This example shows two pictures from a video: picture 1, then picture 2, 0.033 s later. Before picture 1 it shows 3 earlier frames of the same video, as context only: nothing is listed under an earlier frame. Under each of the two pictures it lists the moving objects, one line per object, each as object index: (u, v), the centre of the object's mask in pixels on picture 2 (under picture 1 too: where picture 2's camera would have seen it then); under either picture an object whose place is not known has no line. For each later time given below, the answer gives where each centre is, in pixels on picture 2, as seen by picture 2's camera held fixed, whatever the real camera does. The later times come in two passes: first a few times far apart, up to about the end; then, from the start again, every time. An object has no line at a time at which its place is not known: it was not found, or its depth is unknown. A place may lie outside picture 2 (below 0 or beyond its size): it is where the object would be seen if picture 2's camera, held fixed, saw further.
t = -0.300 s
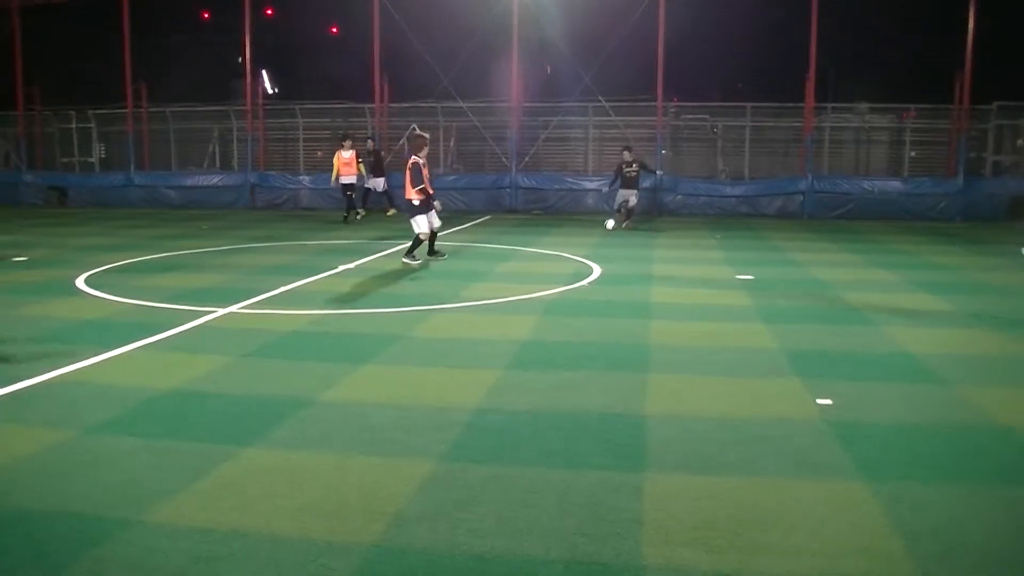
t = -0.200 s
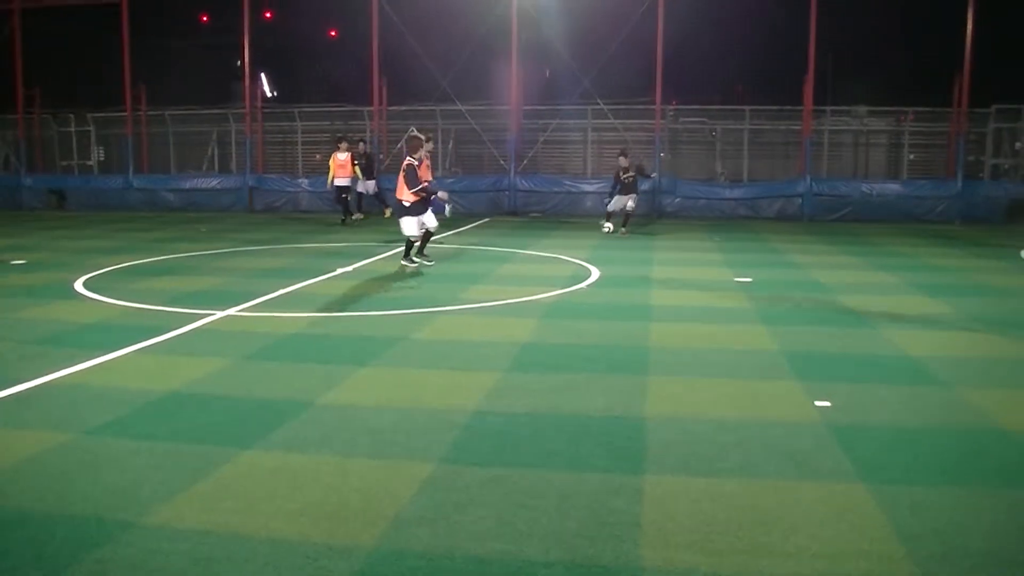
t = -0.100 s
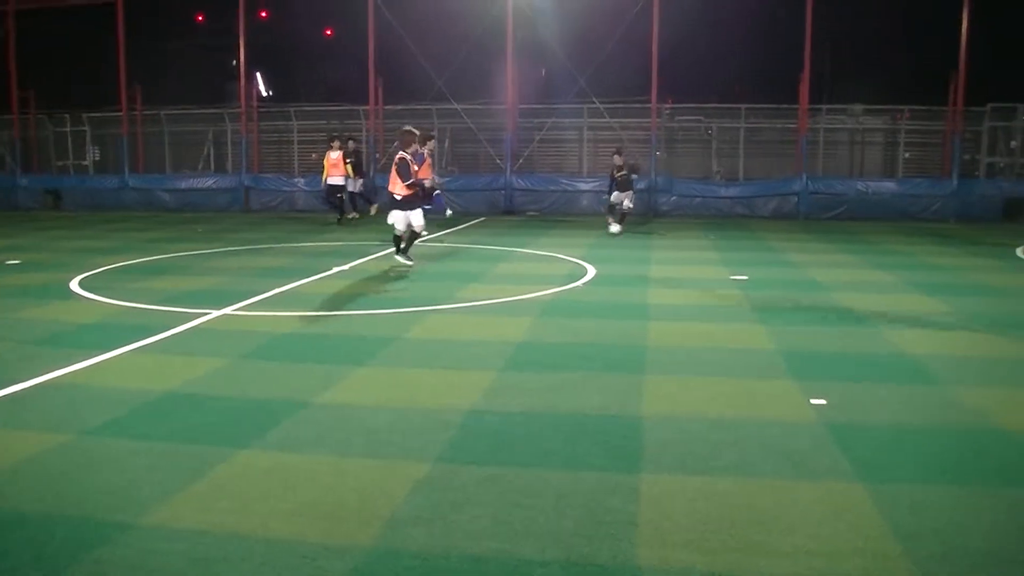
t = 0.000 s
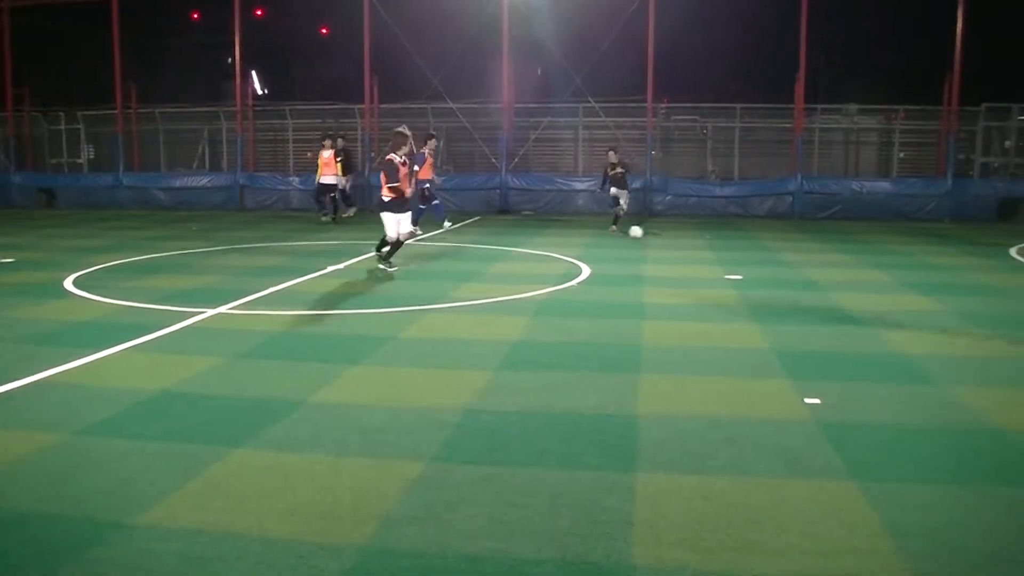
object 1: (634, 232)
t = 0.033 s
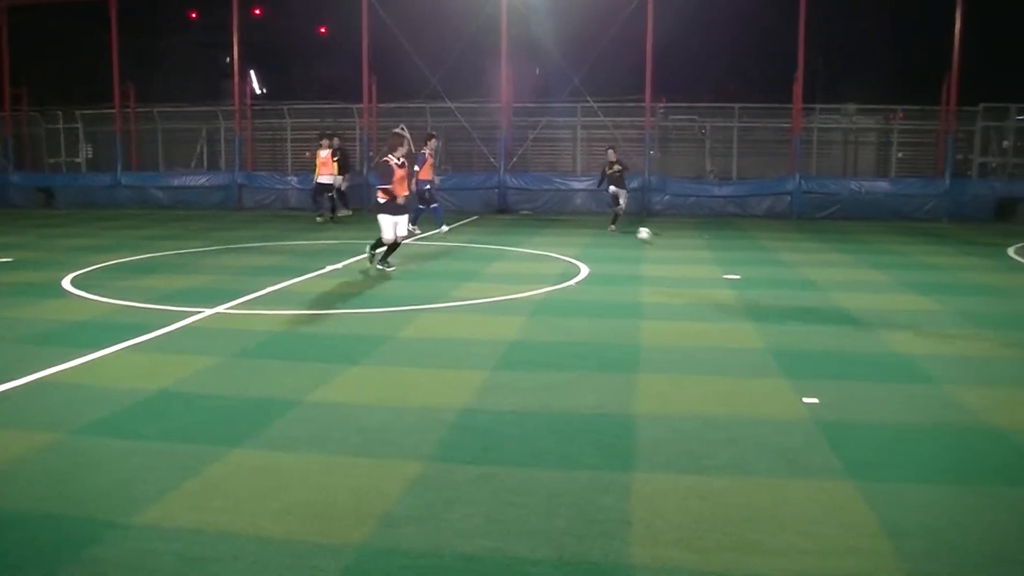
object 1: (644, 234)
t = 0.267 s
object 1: (722, 254)
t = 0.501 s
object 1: (821, 277)
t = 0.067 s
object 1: (654, 238)
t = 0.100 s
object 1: (664, 240)
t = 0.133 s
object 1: (675, 241)
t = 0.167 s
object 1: (686, 243)
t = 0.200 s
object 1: (697, 247)
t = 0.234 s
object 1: (709, 251)
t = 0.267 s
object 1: (722, 254)
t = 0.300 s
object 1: (734, 255)
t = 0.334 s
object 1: (747, 258)
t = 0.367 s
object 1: (760, 263)
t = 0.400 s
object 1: (774, 266)
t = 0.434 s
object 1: (789, 269)
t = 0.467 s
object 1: (804, 273)
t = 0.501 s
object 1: (821, 277)
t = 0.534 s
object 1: (837, 282)
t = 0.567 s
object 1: (854, 285)
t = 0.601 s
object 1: (871, 290)
